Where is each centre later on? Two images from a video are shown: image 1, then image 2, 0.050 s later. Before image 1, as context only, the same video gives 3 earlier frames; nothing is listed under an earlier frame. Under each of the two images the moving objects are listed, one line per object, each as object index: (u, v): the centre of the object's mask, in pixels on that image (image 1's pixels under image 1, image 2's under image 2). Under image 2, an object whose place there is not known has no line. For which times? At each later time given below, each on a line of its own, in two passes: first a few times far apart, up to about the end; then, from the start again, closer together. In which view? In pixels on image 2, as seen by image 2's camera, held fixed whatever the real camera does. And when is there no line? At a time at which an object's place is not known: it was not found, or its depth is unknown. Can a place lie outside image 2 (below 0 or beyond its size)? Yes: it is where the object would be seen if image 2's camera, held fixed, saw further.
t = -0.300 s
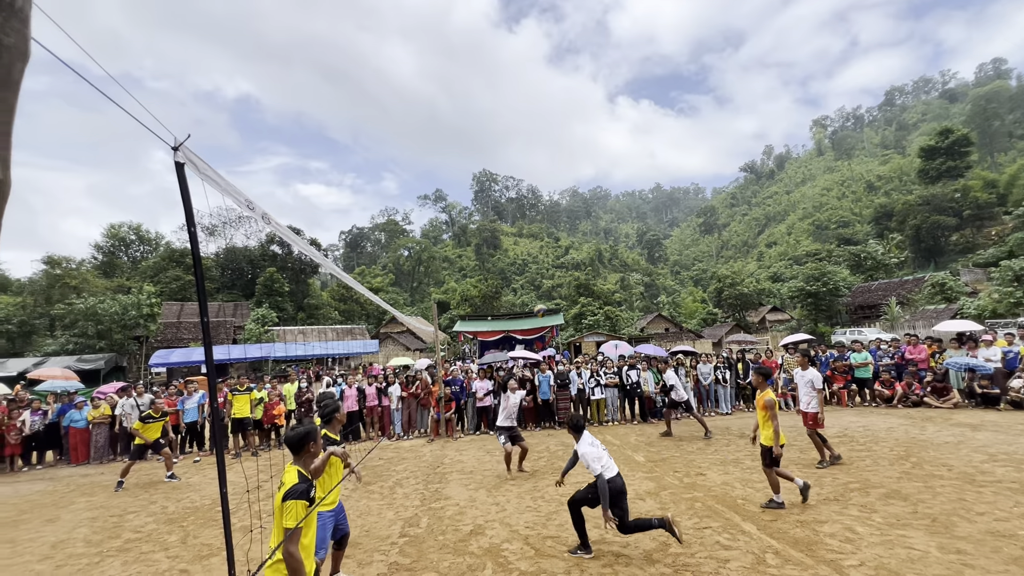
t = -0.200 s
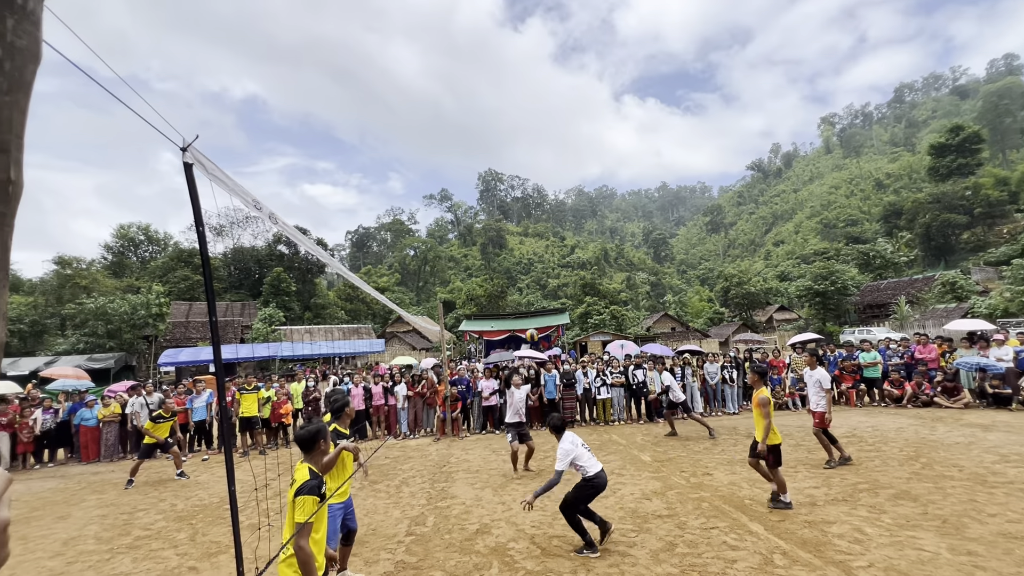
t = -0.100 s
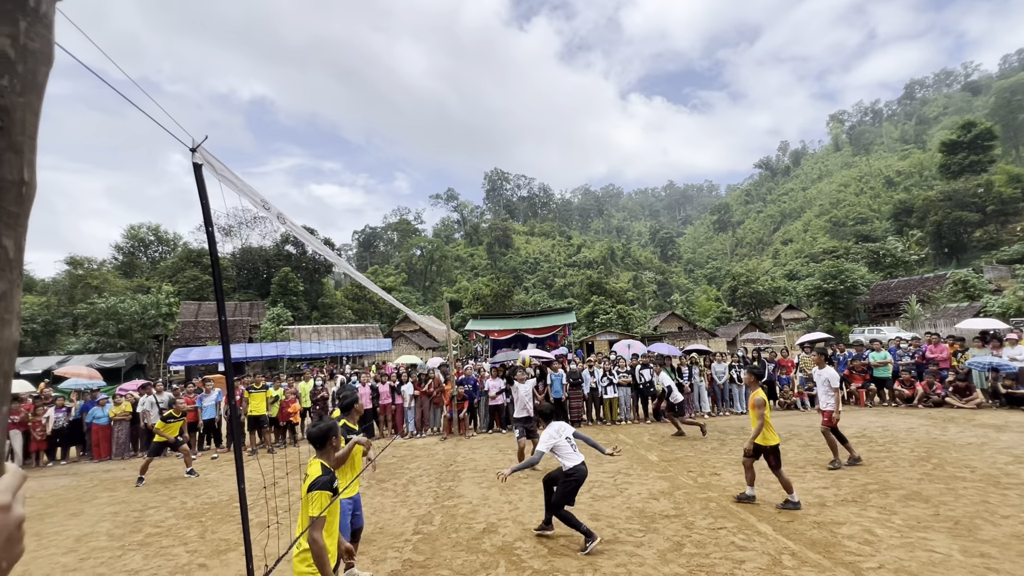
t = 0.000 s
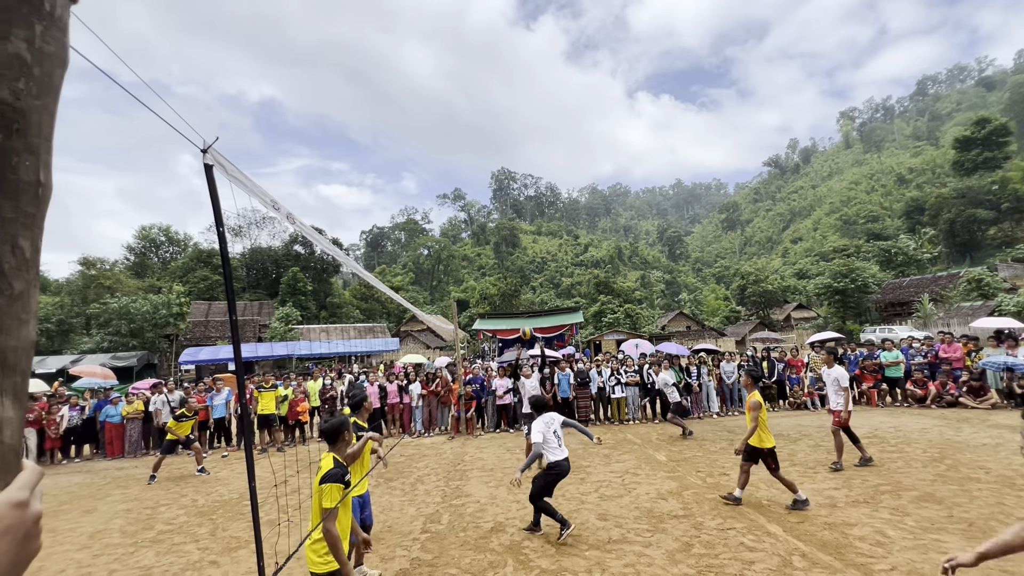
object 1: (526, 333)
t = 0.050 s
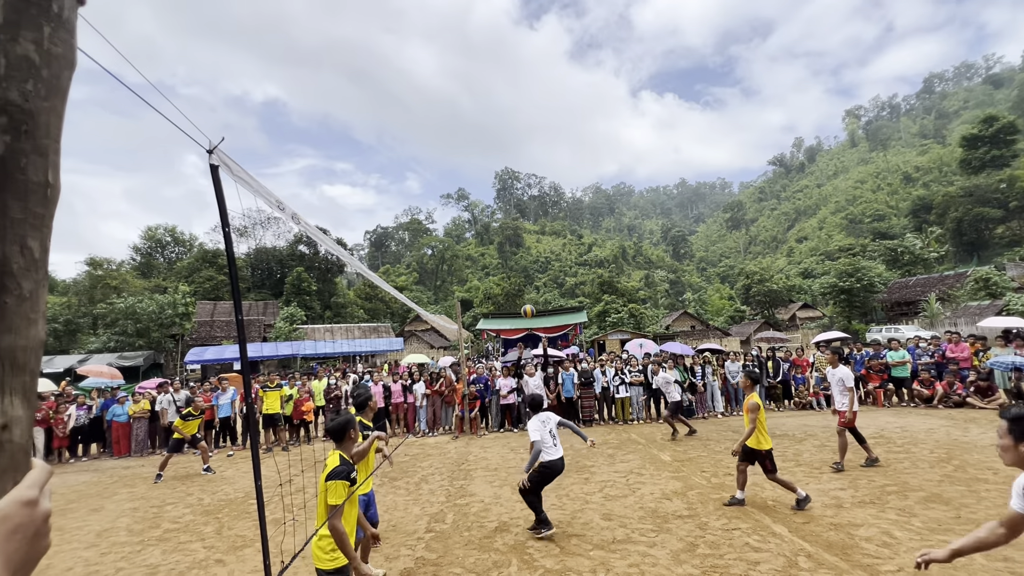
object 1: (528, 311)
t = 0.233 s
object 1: (519, 245)
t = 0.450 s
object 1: (510, 184)
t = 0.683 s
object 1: (497, 148)
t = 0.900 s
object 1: (488, 150)
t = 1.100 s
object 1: (481, 201)
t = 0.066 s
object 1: (527, 305)
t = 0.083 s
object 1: (526, 298)
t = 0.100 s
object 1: (526, 291)
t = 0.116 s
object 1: (525, 285)
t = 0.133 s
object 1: (524, 279)
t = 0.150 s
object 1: (523, 273)
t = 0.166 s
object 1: (522, 267)
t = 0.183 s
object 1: (521, 261)
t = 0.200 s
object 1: (521, 256)
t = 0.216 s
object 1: (520, 250)
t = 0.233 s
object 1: (519, 245)
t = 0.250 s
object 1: (518, 239)
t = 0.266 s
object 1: (517, 234)
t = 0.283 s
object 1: (517, 229)
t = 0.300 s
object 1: (516, 223)
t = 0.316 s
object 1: (516, 219)
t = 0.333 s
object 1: (515, 214)
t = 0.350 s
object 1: (514, 209)
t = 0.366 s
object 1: (513, 205)
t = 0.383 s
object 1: (513, 200)
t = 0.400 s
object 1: (512, 196)
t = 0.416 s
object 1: (511, 192)
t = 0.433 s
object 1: (510, 188)
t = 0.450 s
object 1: (510, 184)
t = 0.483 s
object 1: (507, 177)
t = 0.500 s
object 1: (506, 174)
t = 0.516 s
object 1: (505, 171)
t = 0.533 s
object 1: (504, 168)
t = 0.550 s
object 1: (503, 165)
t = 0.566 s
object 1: (502, 162)
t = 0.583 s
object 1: (501, 160)
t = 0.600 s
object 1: (500, 157)
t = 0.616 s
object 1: (500, 155)
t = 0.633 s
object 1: (499, 153)
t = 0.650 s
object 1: (498, 151)
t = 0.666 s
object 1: (498, 149)
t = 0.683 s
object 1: (497, 148)
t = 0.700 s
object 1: (496, 146)
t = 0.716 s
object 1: (495, 145)
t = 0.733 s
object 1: (495, 145)
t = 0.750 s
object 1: (494, 144)
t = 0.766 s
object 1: (493, 144)
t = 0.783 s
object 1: (493, 143)
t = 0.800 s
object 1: (492, 143)
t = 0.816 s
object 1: (492, 144)
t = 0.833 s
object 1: (491, 145)
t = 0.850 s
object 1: (490, 145)
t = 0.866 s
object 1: (489, 147)
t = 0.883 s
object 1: (489, 148)
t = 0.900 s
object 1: (488, 150)
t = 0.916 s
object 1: (488, 152)
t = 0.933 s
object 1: (487, 154)
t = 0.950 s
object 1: (486, 157)
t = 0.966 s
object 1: (486, 160)
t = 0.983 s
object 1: (485, 164)
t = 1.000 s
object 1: (484, 168)
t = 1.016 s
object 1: (484, 172)
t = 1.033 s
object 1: (483, 177)
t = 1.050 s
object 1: (483, 182)
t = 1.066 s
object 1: (482, 188)
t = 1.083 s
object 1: (482, 194)
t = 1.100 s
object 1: (481, 201)
